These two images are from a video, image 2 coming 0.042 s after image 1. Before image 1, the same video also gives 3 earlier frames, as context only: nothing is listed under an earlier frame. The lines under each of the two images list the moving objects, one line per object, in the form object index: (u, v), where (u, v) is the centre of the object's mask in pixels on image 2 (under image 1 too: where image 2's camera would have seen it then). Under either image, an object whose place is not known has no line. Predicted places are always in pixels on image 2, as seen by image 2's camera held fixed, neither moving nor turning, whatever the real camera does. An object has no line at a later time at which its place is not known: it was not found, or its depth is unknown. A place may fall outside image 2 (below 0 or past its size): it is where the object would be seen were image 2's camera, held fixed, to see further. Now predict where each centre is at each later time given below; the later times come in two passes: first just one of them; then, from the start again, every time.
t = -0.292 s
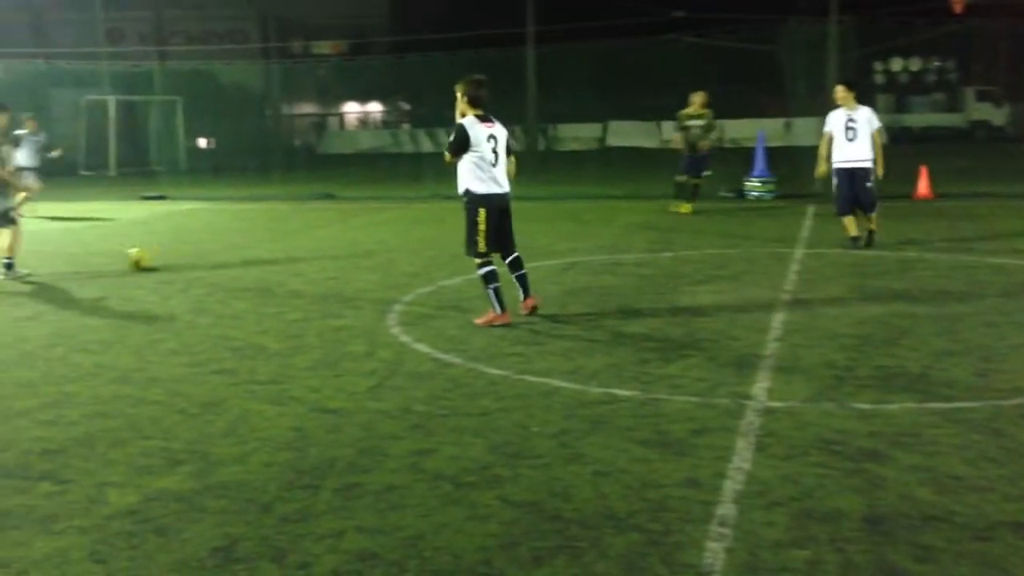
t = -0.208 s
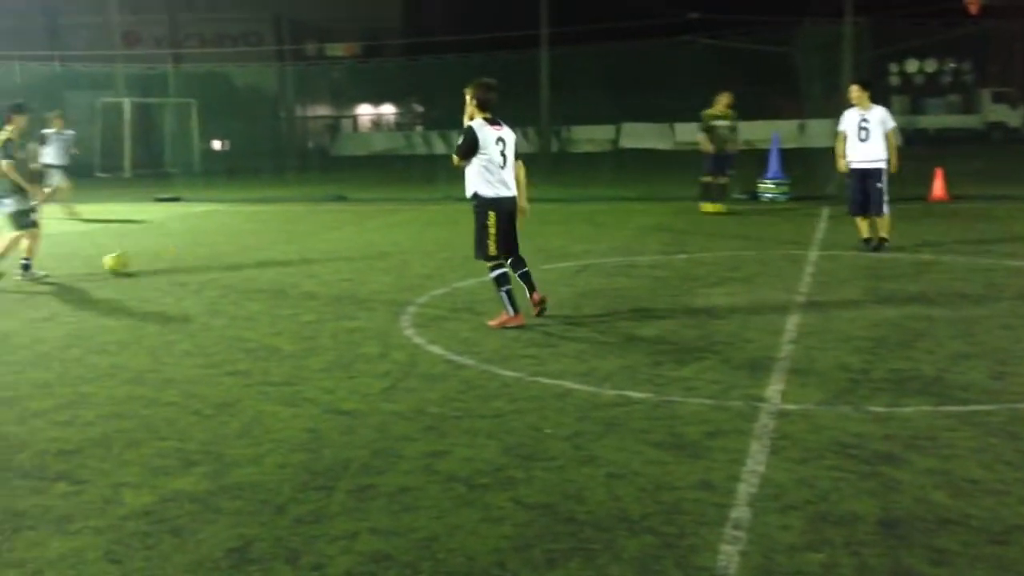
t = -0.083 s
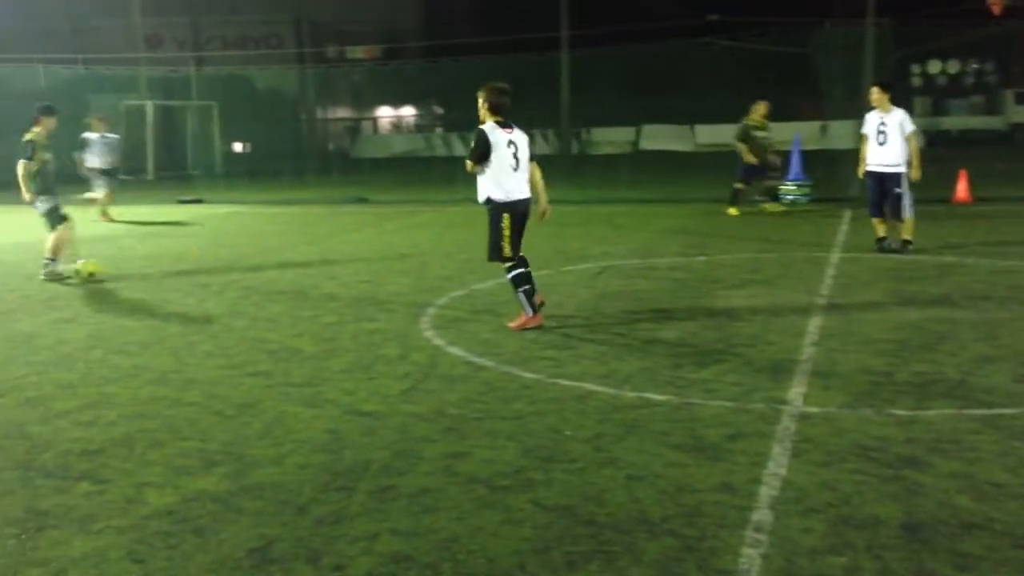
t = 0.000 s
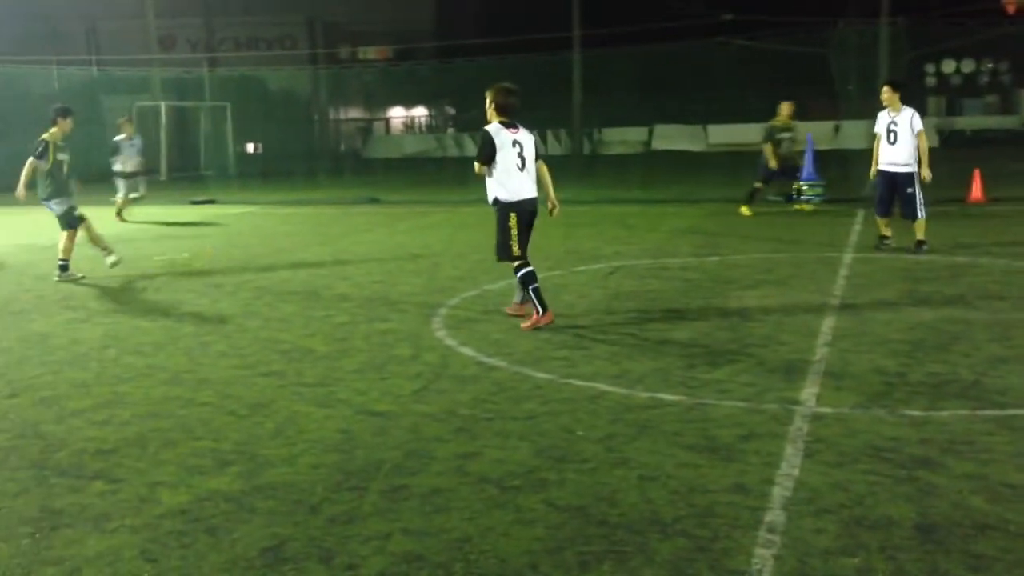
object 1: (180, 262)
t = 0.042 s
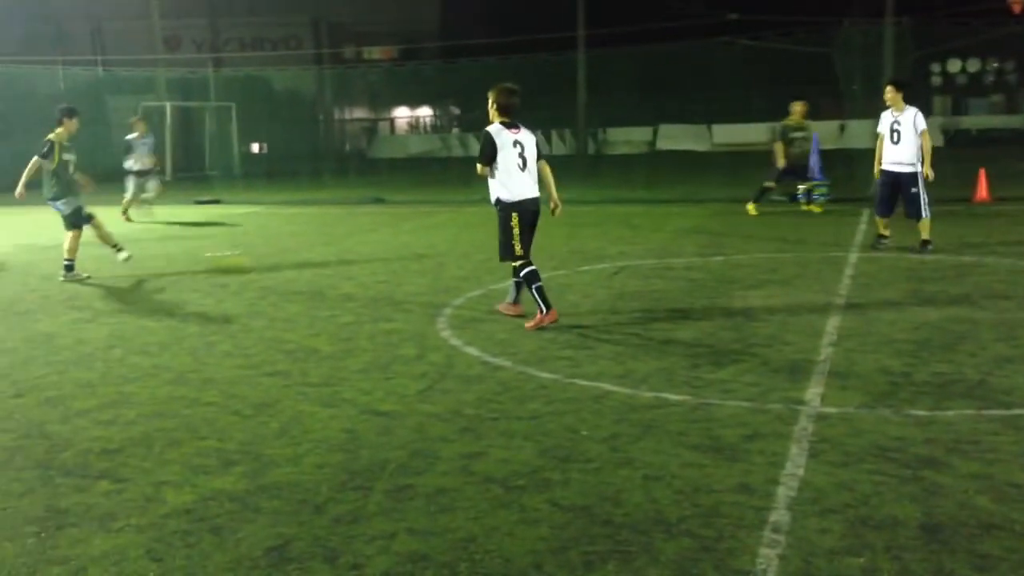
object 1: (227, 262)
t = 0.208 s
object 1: (355, 251)
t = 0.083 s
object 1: (263, 260)
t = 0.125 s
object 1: (292, 254)
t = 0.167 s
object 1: (327, 254)
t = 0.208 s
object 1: (355, 251)
